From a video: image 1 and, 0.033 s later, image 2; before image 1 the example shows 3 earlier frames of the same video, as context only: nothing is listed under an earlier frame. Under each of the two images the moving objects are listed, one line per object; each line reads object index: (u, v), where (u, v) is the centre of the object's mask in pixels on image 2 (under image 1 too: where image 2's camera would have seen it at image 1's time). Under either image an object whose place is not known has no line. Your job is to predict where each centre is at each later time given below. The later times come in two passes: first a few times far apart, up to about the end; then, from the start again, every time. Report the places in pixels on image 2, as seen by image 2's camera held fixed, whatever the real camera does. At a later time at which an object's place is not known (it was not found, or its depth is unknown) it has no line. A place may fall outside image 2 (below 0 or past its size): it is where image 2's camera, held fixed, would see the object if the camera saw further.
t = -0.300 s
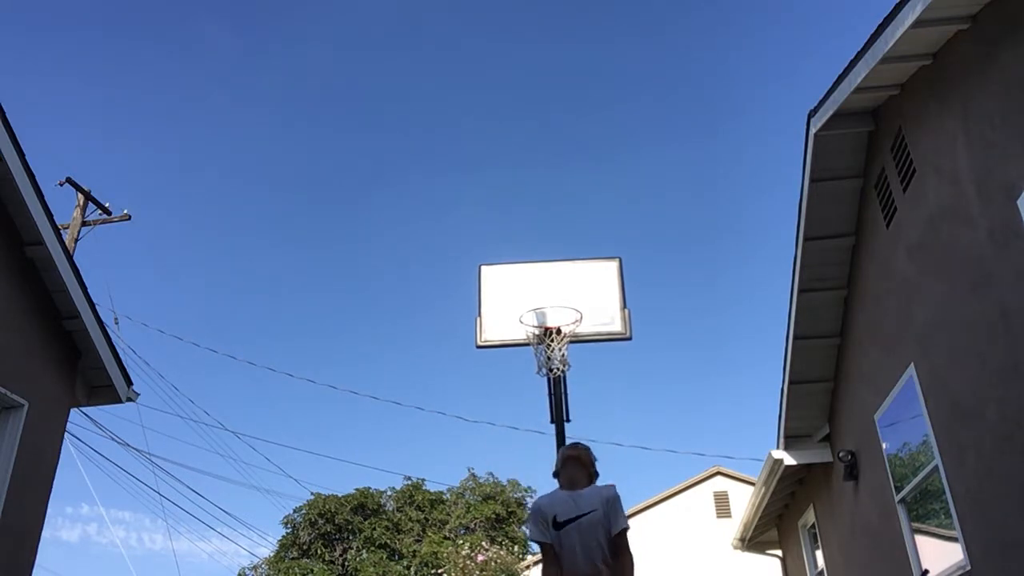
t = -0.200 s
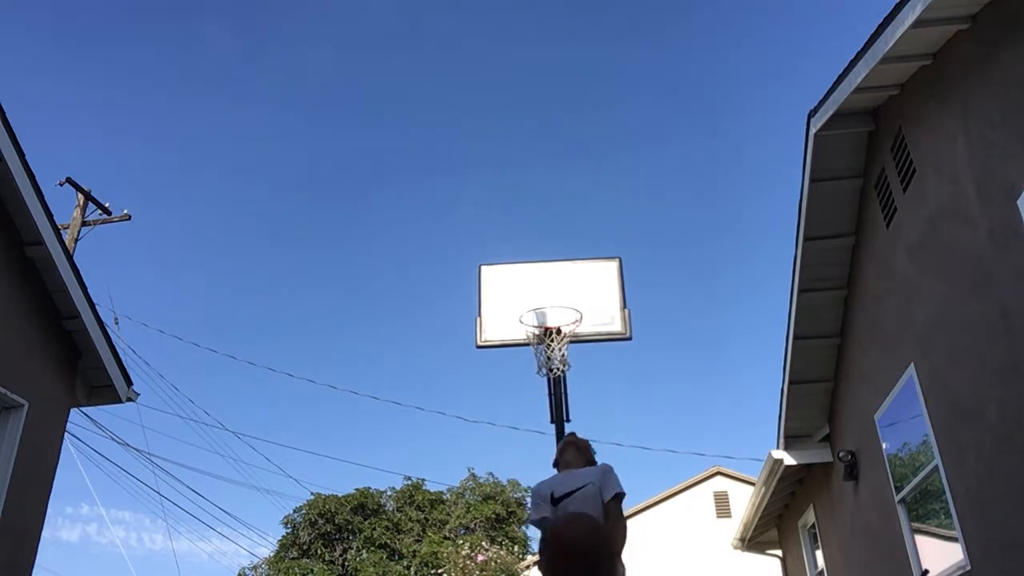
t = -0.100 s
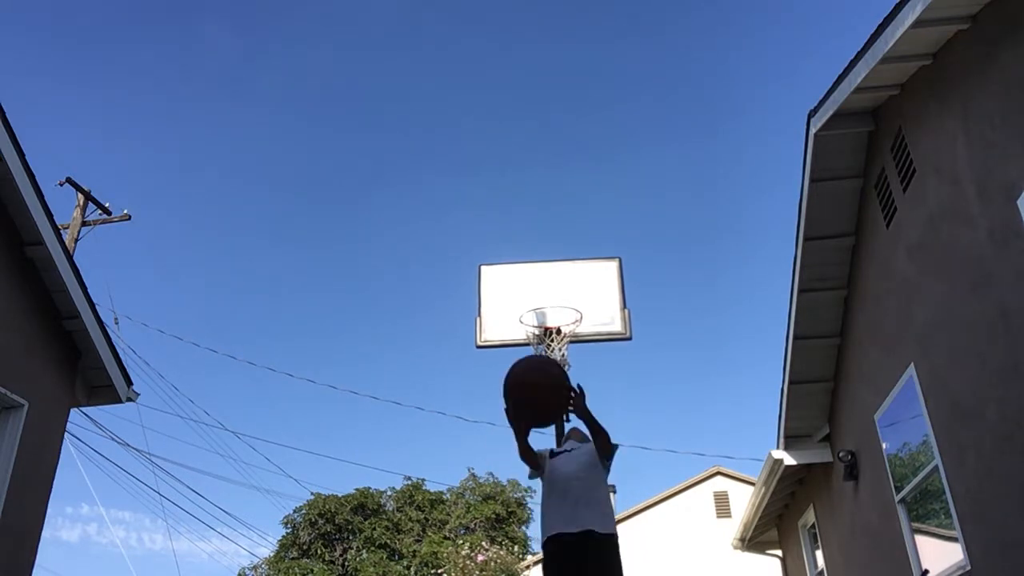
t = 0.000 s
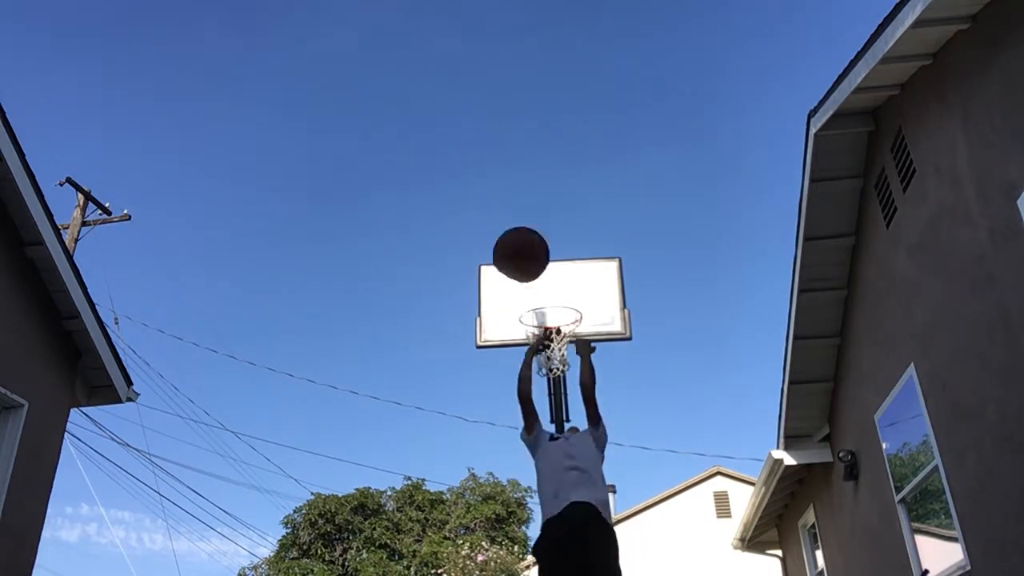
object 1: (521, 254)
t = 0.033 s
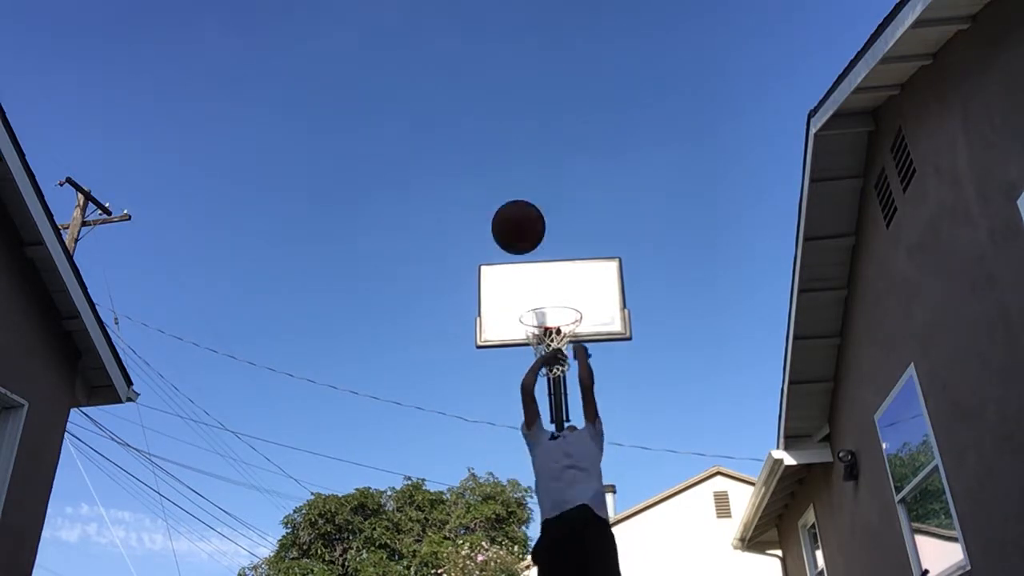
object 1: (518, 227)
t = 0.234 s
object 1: (508, 141)
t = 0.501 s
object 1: (501, 139)
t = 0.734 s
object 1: (498, 193)
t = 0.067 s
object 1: (516, 204)
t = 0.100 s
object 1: (514, 185)
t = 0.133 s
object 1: (512, 170)
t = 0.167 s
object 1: (511, 158)
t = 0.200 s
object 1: (509, 148)
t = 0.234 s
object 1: (508, 141)
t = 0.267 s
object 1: (507, 135)
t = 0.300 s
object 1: (506, 132)
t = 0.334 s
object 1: (505, 130)
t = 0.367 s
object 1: (504, 129)
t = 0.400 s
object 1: (503, 130)
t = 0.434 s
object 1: (502, 132)
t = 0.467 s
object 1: (502, 135)
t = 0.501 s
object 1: (501, 139)
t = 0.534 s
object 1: (501, 144)
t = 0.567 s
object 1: (500, 150)
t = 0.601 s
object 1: (500, 156)
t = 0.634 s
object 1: (499, 164)
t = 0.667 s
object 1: (499, 173)
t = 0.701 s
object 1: (498, 182)
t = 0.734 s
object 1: (498, 193)
